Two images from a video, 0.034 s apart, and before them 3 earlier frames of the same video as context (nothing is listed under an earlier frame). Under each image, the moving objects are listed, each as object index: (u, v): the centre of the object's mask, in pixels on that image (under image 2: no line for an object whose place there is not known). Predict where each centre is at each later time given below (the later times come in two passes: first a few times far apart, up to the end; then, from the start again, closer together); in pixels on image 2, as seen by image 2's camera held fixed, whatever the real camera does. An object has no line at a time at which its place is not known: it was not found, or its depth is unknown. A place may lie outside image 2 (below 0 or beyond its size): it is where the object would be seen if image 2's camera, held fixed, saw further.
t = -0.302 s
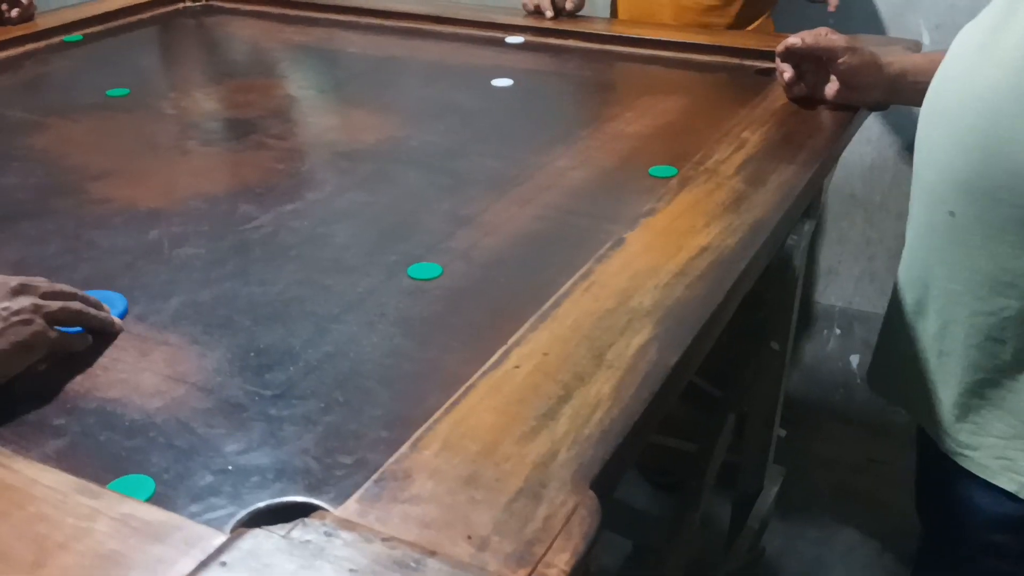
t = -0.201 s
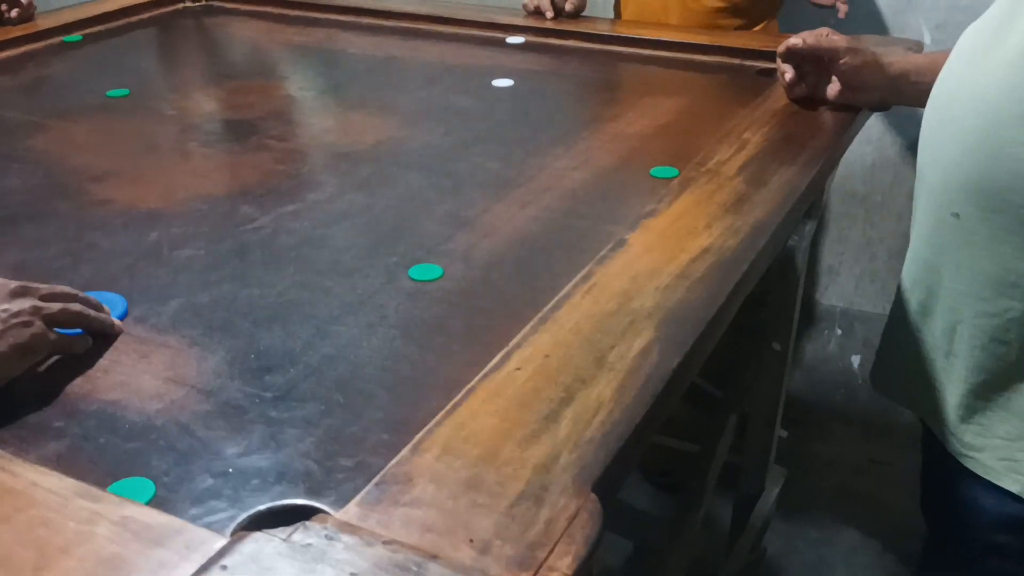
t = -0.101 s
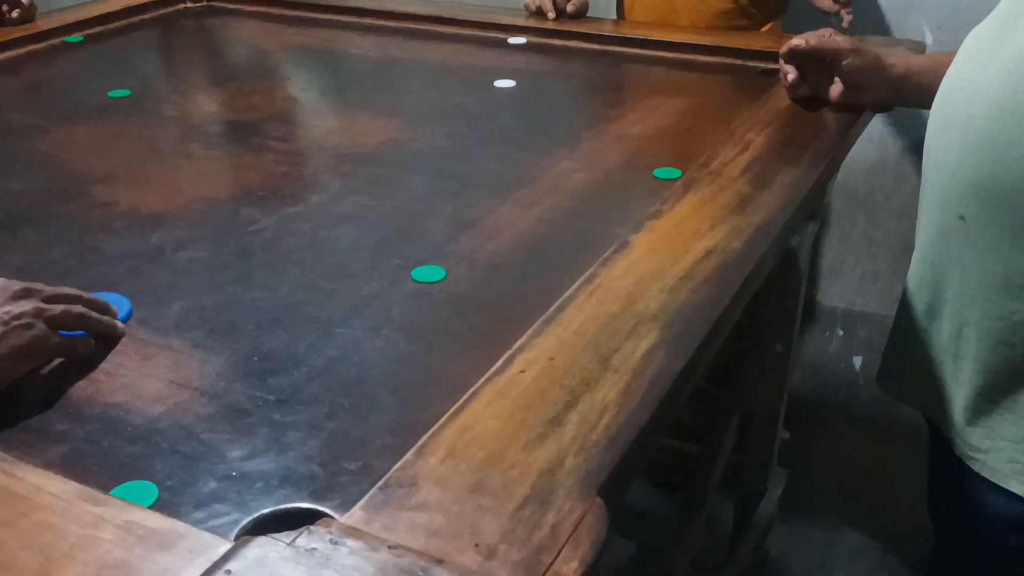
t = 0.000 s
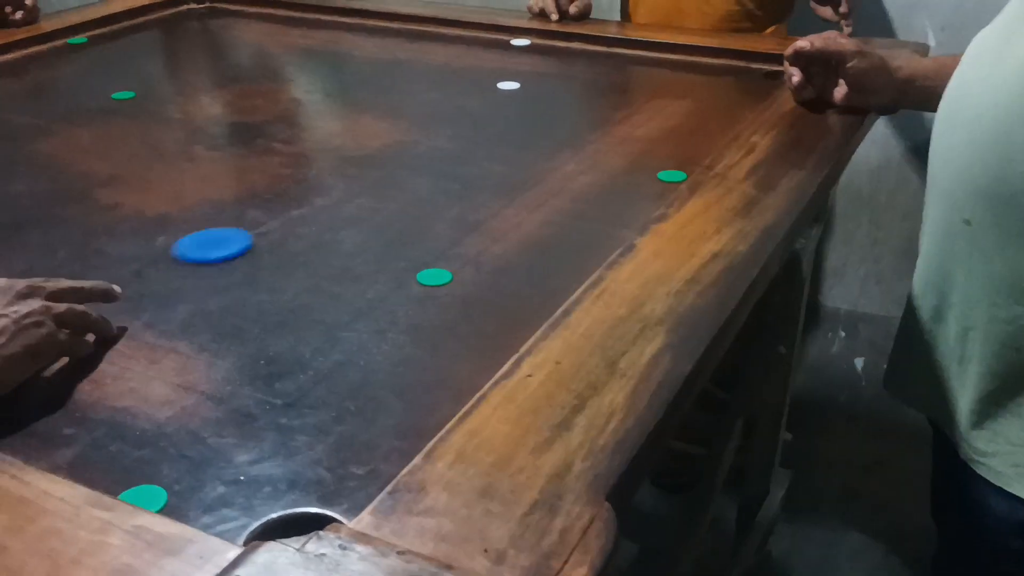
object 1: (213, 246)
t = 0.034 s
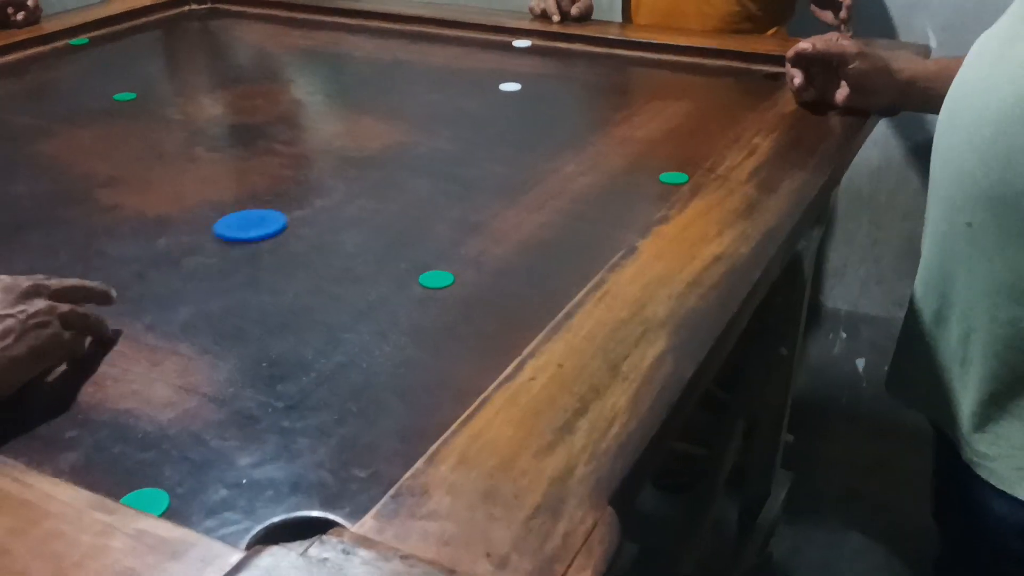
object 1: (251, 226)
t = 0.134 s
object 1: (339, 171)
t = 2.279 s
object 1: (287, 199)
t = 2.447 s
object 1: (286, 200)
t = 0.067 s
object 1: (283, 206)
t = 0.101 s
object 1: (312, 188)
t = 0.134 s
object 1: (339, 171)
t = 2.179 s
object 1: (290, 198)
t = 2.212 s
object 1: (289, 198)
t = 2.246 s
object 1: (288, 199)
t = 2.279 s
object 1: (287, 199)
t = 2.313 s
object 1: (286, 200)
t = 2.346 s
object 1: (286, 200)
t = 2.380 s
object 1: (286, 200)
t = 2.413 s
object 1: (286, 200)
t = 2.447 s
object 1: (286, 200)
